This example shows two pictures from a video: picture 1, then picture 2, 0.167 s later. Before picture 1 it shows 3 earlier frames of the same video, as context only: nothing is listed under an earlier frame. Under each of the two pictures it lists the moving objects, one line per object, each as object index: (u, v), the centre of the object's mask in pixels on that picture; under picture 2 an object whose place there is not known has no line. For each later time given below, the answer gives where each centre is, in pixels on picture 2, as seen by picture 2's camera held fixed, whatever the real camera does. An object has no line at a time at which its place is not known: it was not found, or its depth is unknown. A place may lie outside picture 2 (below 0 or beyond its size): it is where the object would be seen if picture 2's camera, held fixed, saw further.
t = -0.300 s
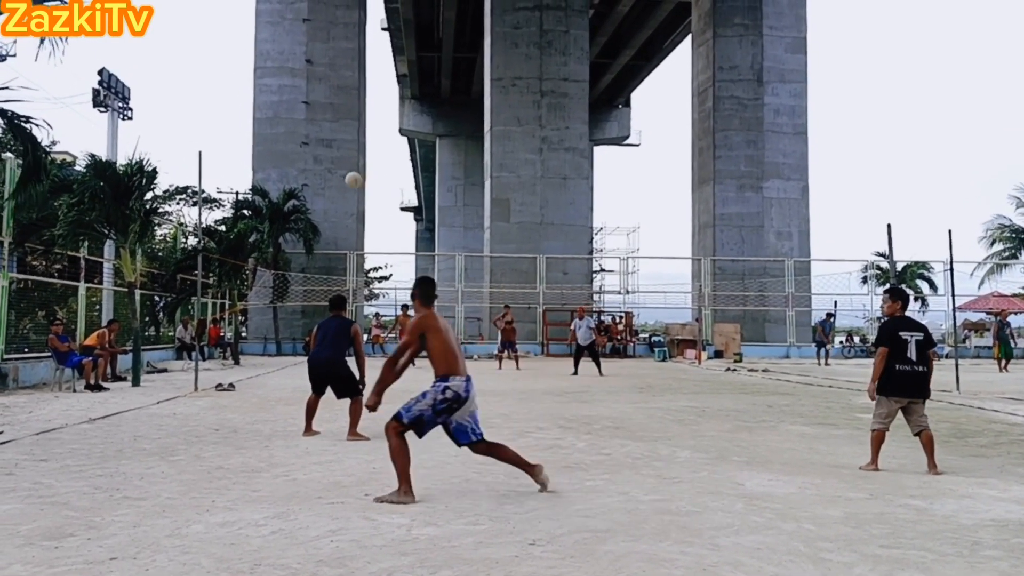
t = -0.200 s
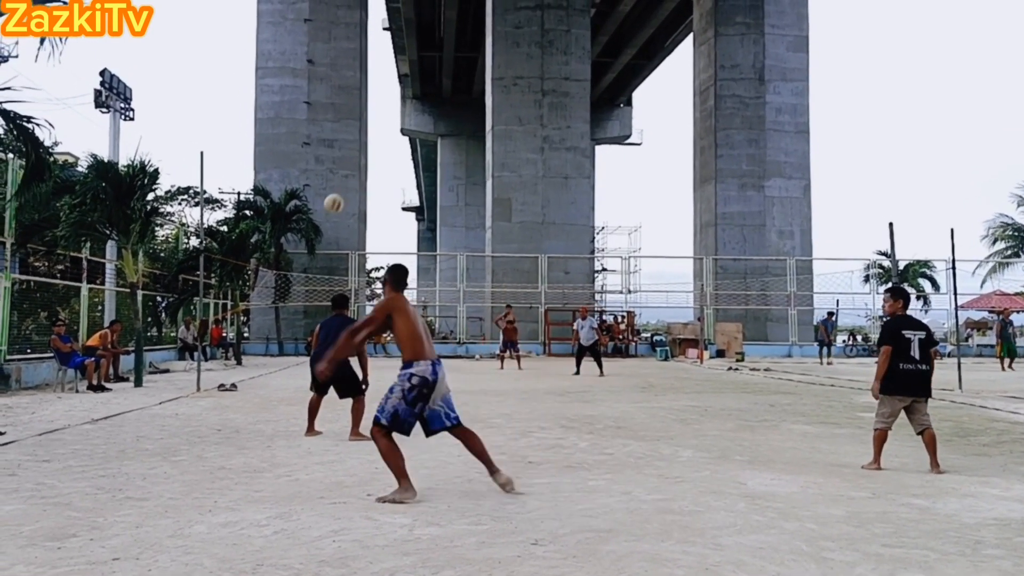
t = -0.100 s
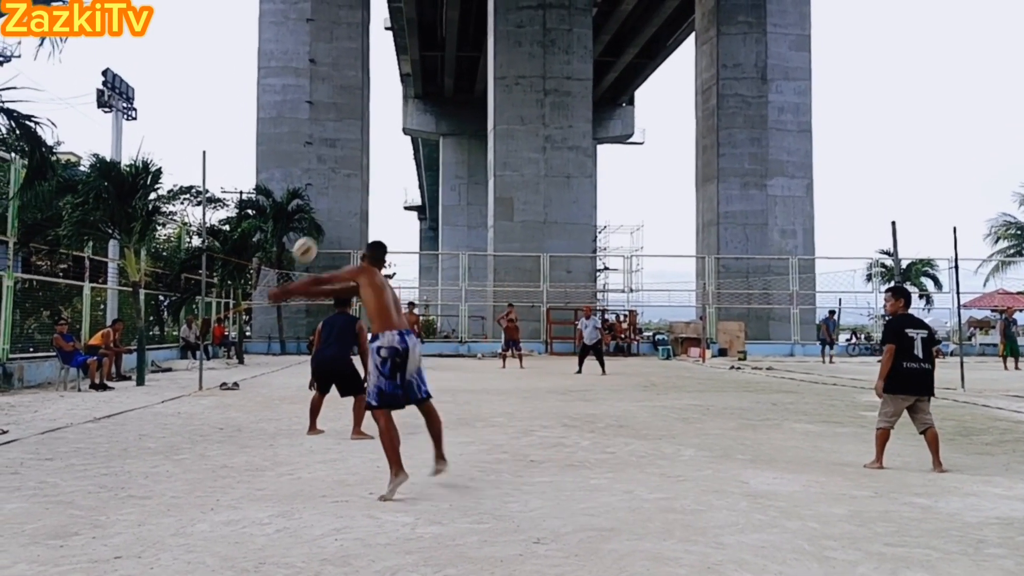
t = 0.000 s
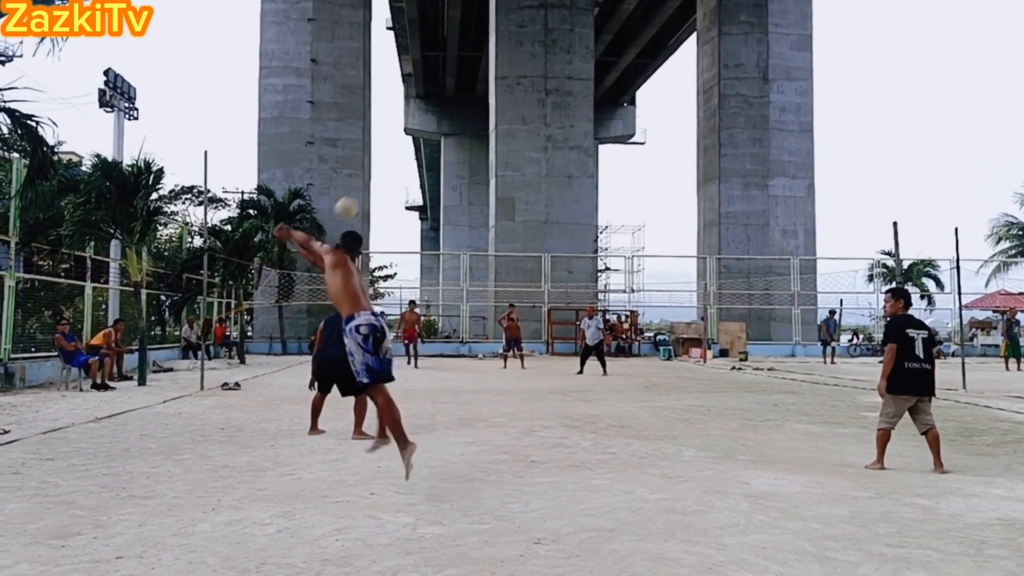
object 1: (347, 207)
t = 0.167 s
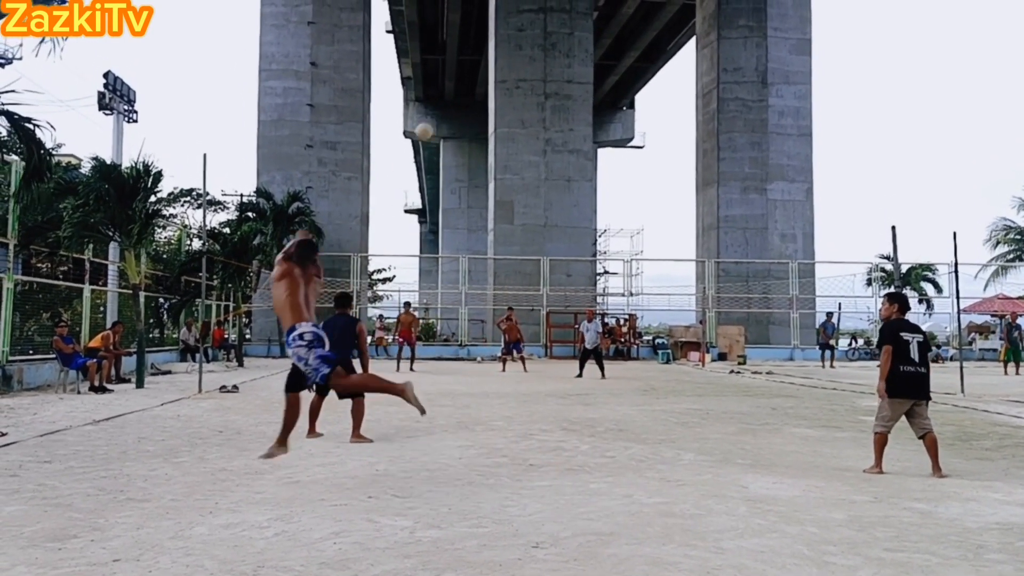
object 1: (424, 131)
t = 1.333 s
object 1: (566, 231)
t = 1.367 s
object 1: (567, 240)
